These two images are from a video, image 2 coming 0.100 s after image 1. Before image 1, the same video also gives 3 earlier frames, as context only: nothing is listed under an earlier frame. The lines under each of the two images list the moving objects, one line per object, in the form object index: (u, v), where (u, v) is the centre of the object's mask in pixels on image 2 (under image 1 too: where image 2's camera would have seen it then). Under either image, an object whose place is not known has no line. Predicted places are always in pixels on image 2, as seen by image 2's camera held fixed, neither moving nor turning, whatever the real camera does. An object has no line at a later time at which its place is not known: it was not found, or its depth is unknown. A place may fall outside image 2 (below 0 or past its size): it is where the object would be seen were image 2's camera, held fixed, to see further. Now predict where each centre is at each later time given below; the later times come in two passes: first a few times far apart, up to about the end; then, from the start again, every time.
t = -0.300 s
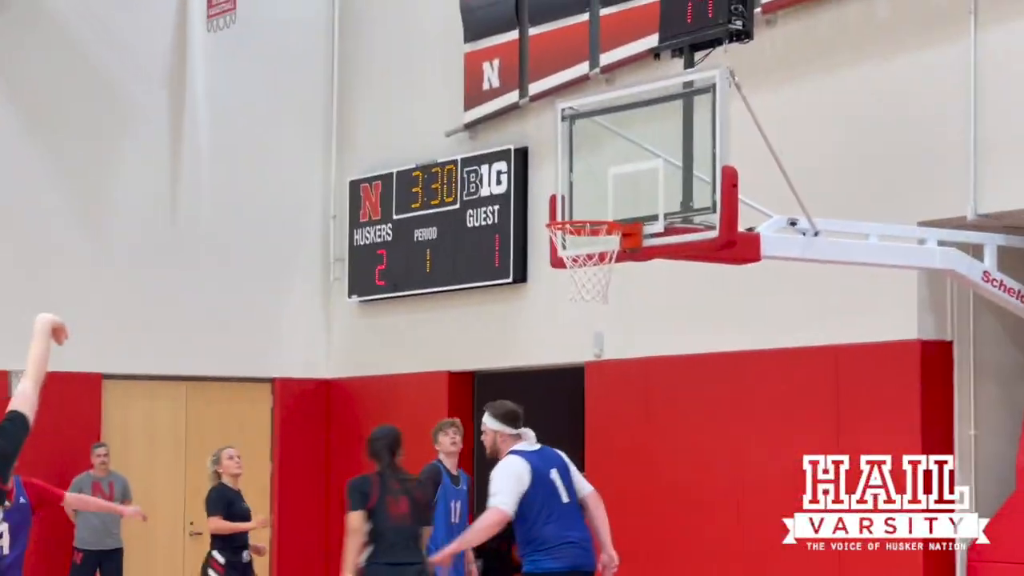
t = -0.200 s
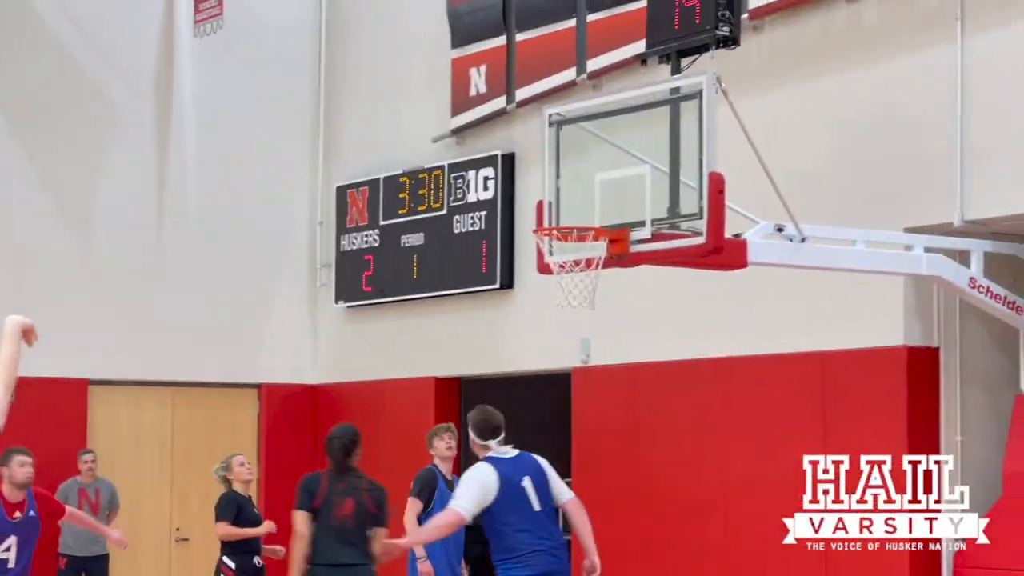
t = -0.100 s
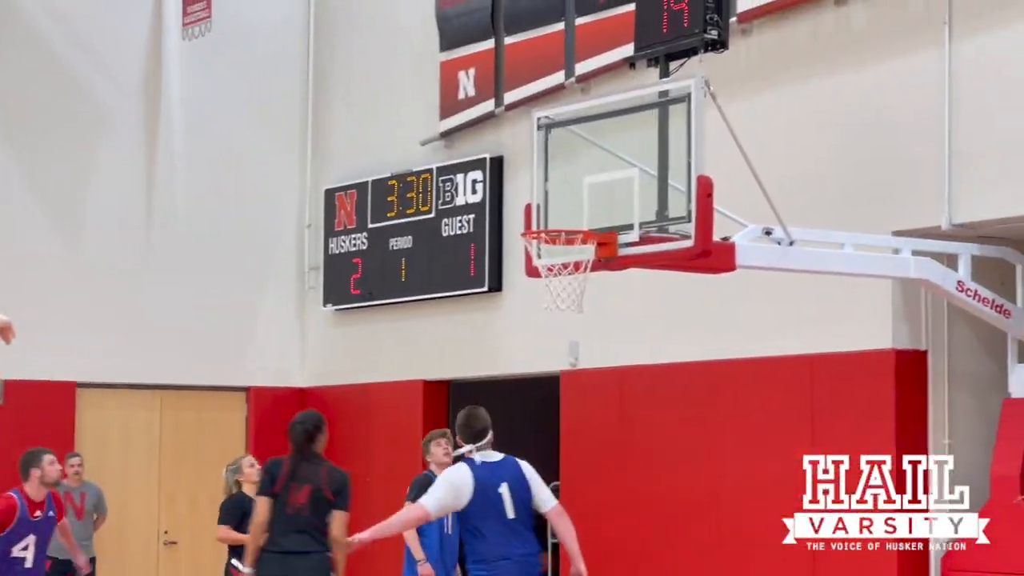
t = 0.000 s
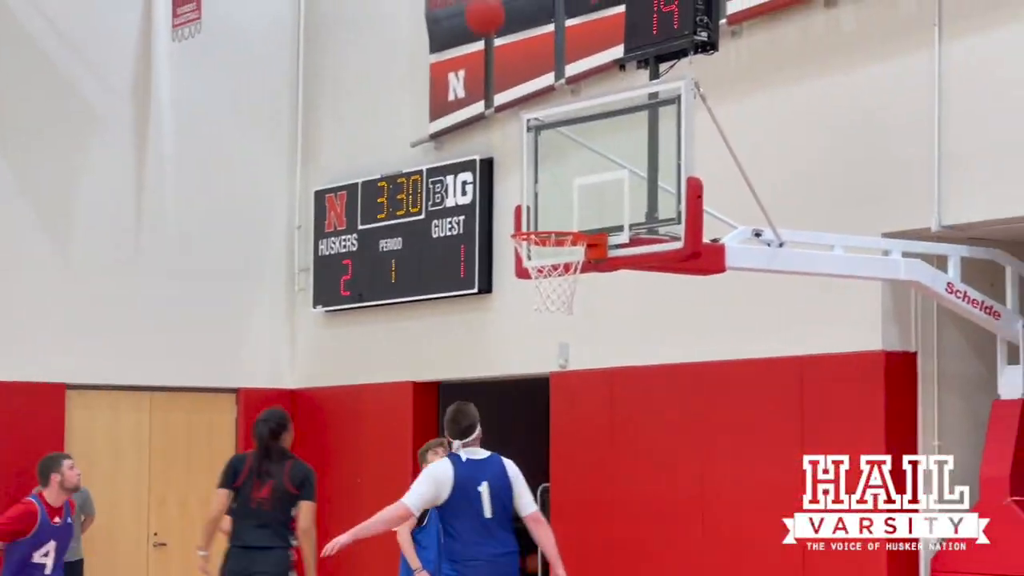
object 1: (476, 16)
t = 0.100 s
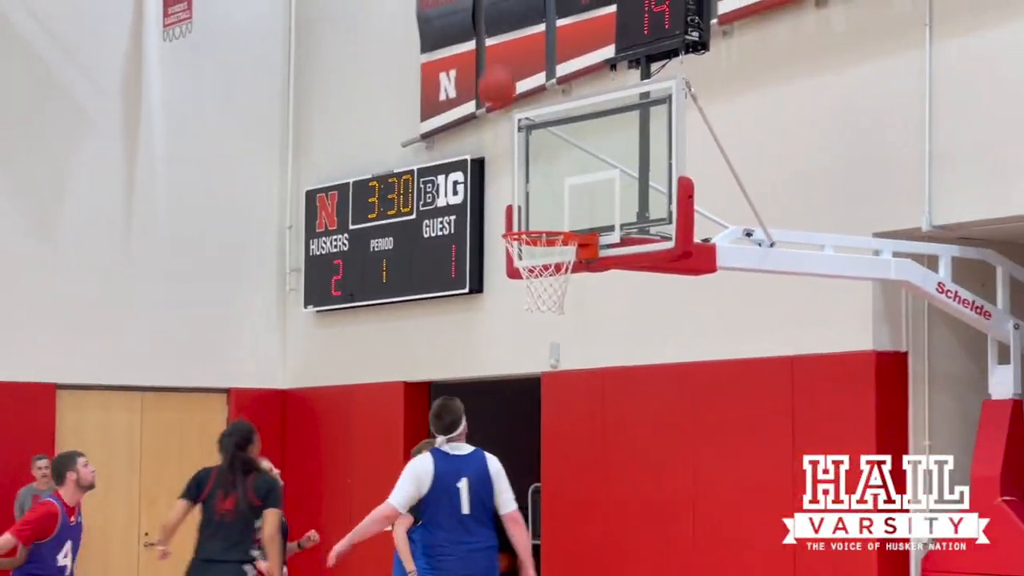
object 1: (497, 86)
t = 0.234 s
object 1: (523, 205)
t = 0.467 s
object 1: (550, 293)
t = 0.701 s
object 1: (572, 379)
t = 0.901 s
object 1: (591, 517)
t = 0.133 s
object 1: (504, 117)
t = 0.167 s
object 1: (510, 145)
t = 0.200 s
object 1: (517, 175)
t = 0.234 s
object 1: (523, 205)
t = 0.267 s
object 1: (530, 240)
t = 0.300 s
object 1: (534, 266)
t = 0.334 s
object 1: (538, 278)
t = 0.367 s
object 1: (541, 281)
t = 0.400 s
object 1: (544, 283)
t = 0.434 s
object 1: (547, 287)
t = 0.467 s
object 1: (550, 293)
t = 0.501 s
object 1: (553, 300)
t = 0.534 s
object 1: (556, 310)
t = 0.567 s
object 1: (559, 320)
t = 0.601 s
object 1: (563, 332)
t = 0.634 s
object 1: (566, 347)
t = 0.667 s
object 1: (569, 362)
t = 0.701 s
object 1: (572, 379)
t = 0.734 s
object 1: (575, 397)
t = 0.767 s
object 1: (578, 418)
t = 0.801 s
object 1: (581, 441)
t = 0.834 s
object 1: (584, 464)
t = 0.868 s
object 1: (587, 491)
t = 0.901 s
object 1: (591, 517)
